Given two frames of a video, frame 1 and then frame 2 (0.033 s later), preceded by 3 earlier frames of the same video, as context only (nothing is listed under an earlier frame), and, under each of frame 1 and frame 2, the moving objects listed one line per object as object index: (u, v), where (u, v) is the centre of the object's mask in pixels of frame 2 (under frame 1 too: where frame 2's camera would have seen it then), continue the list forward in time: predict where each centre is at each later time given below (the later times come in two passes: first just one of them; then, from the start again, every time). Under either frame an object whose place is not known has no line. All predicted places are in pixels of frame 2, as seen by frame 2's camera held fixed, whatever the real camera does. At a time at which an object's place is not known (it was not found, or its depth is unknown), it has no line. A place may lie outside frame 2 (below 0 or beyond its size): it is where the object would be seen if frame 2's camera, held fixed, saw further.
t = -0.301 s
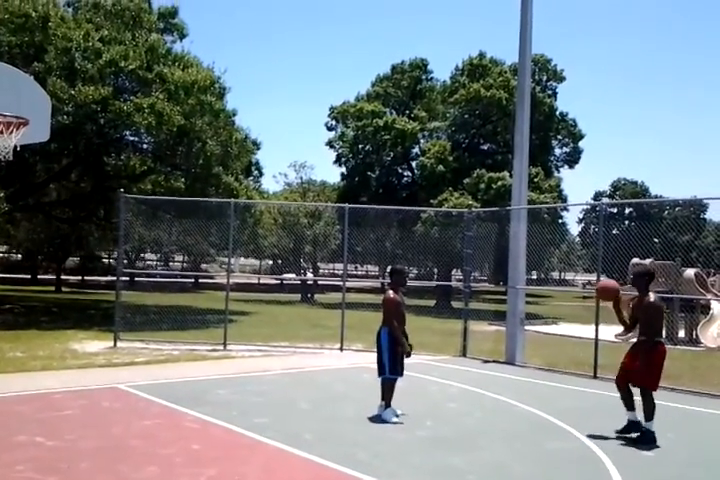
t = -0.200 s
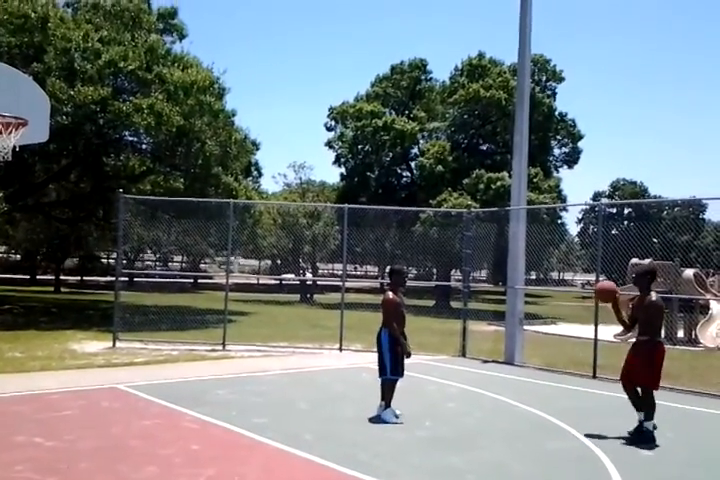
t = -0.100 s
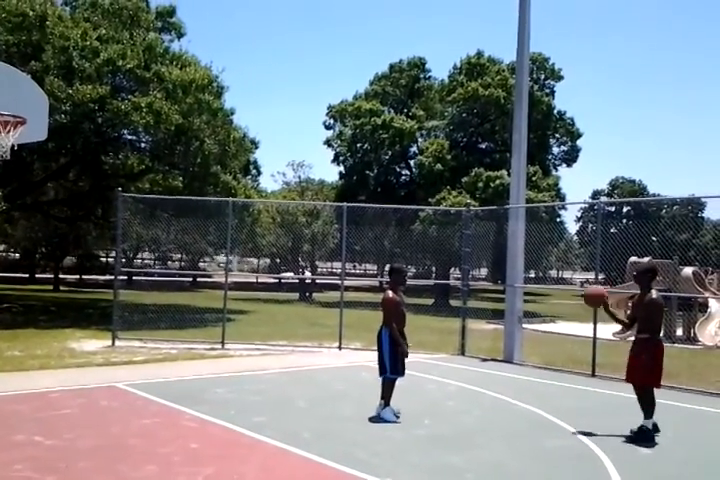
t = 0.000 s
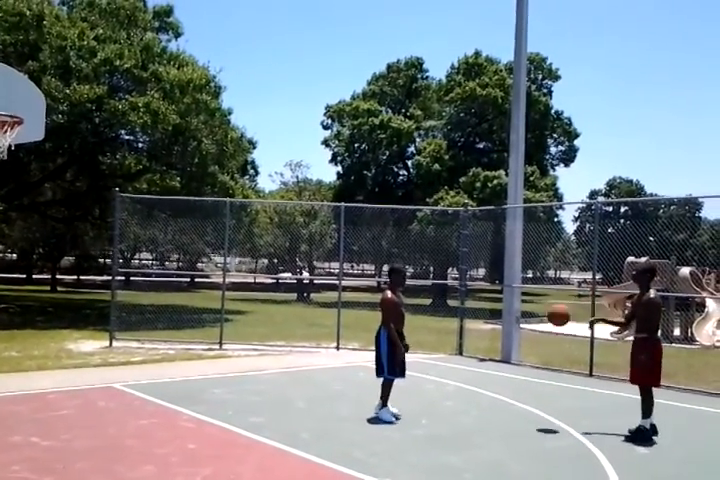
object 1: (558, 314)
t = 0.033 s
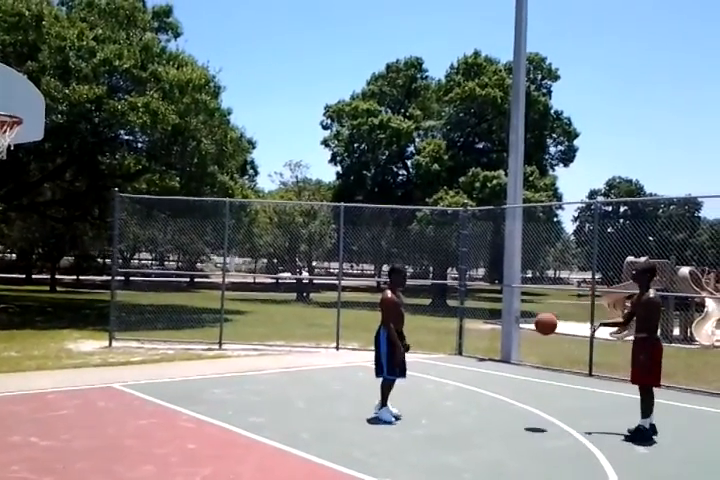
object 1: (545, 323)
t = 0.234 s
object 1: (472, 400)
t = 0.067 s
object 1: (533, 334)
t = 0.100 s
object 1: (521, 345)
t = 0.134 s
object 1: (508, 357)
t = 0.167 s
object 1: (495, 370)
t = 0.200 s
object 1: (483, 385)
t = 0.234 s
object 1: (472, 400)
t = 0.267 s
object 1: (461, 415)
